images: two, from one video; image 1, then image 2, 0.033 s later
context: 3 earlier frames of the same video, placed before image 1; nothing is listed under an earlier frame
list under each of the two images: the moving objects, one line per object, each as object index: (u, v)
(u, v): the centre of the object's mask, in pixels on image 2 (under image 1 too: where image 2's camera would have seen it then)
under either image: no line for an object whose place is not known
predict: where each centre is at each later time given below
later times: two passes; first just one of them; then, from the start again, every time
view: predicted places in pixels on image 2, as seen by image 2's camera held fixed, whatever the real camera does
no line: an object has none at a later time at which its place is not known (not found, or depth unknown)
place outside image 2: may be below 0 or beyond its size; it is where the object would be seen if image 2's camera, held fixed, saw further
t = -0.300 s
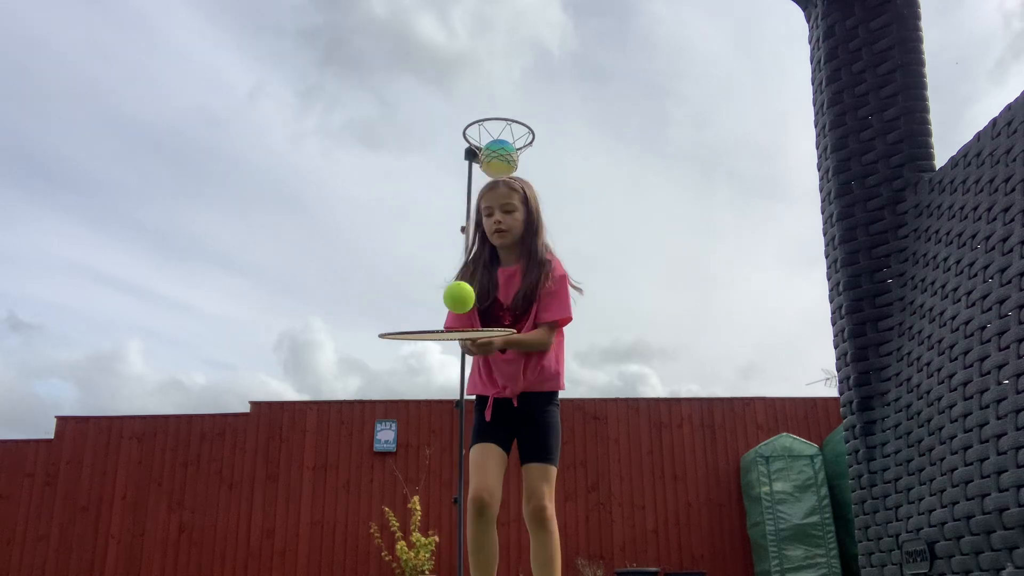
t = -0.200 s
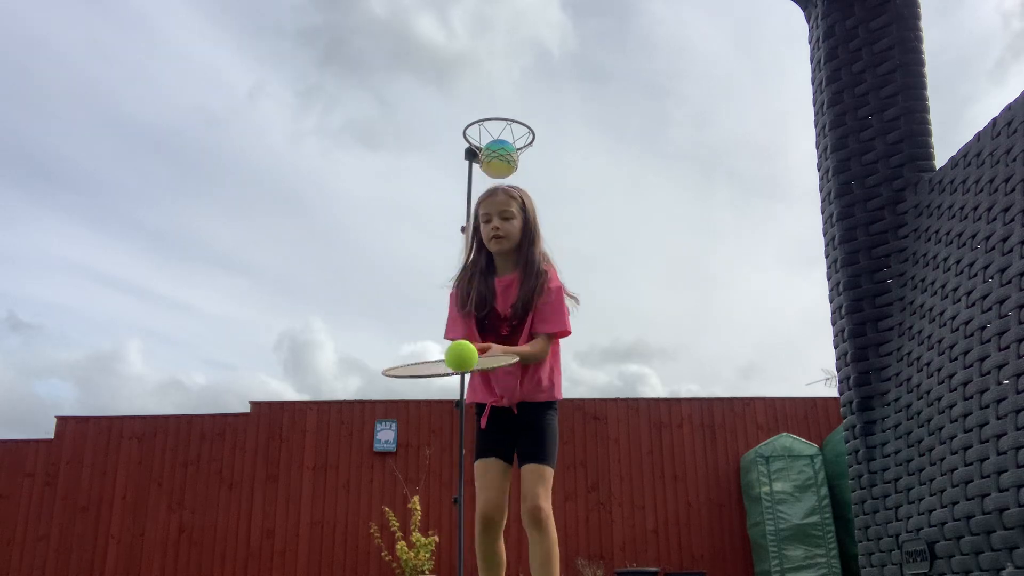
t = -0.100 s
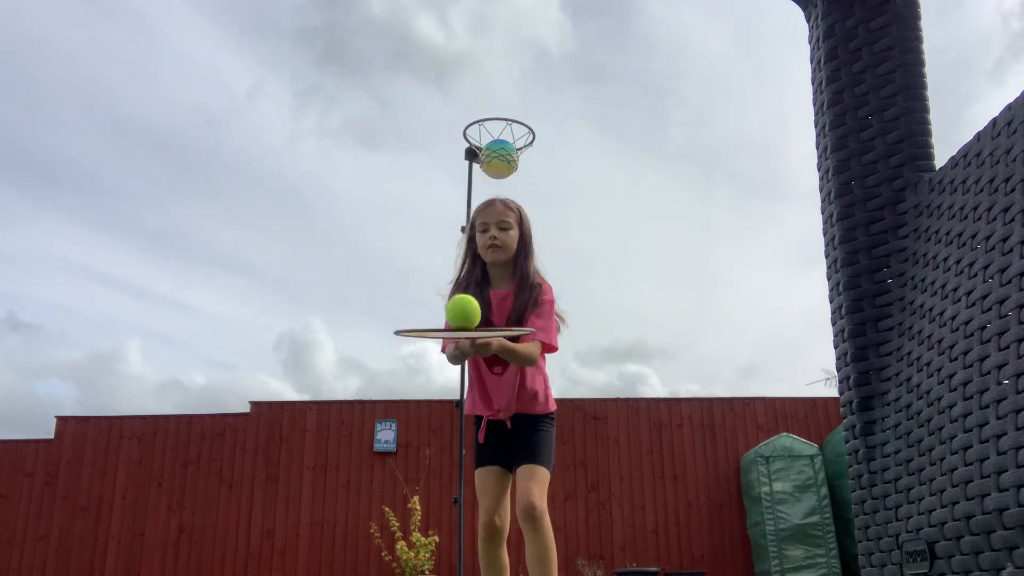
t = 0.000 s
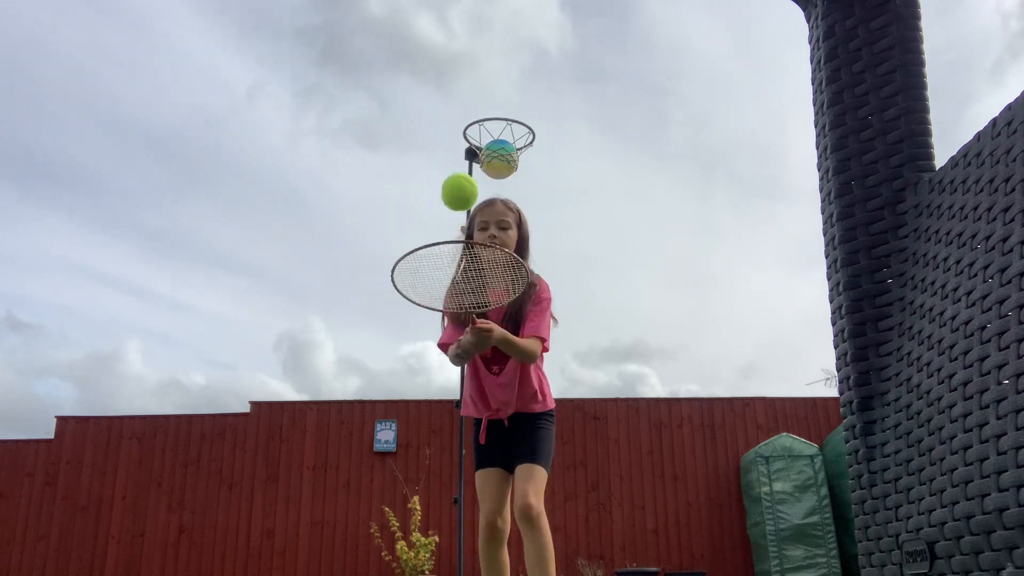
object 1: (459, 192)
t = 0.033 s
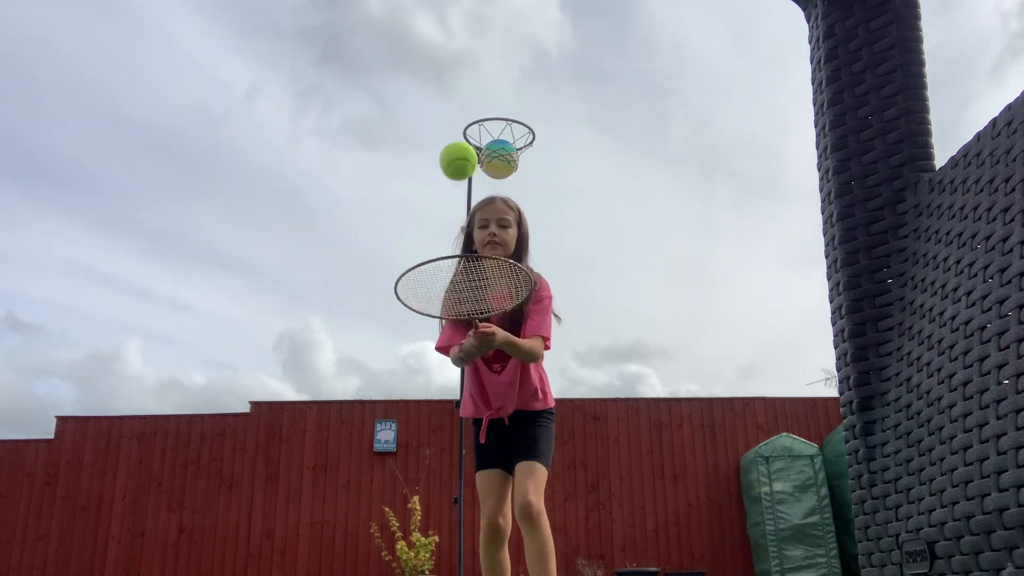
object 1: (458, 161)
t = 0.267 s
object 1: (446, 80)
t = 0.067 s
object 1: (457, 134)
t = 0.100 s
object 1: (455, 112)
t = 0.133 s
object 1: (453, 94)
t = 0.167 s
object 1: (452, 82)
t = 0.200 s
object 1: (450, 75)
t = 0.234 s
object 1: (448, 74)
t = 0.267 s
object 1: (446, 80)
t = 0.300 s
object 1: (443, 93)
